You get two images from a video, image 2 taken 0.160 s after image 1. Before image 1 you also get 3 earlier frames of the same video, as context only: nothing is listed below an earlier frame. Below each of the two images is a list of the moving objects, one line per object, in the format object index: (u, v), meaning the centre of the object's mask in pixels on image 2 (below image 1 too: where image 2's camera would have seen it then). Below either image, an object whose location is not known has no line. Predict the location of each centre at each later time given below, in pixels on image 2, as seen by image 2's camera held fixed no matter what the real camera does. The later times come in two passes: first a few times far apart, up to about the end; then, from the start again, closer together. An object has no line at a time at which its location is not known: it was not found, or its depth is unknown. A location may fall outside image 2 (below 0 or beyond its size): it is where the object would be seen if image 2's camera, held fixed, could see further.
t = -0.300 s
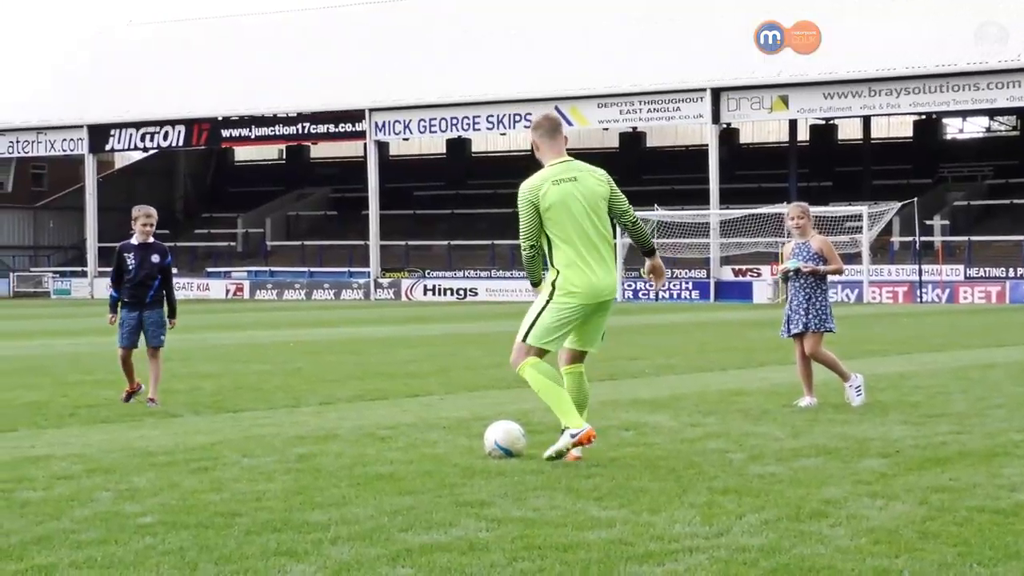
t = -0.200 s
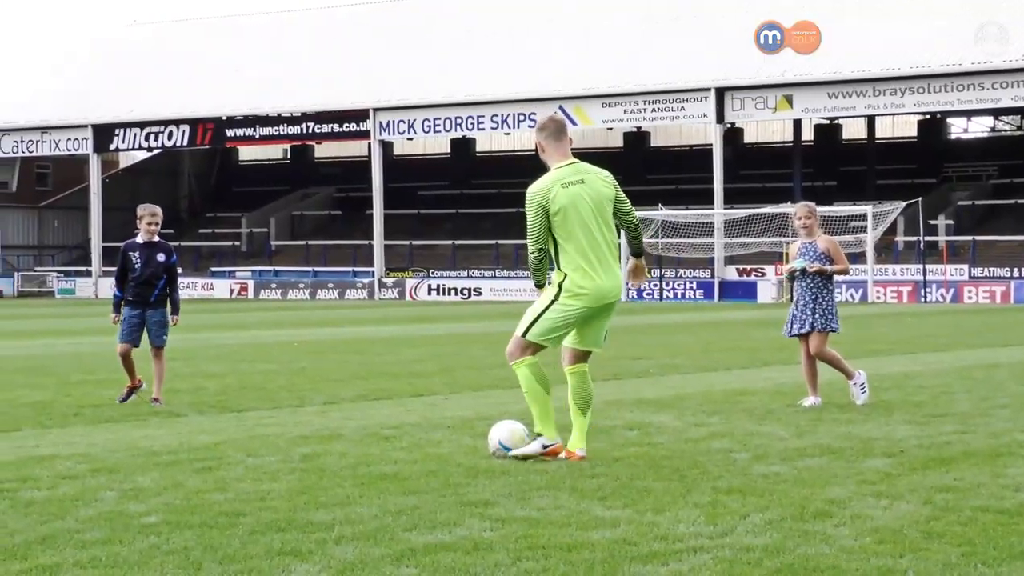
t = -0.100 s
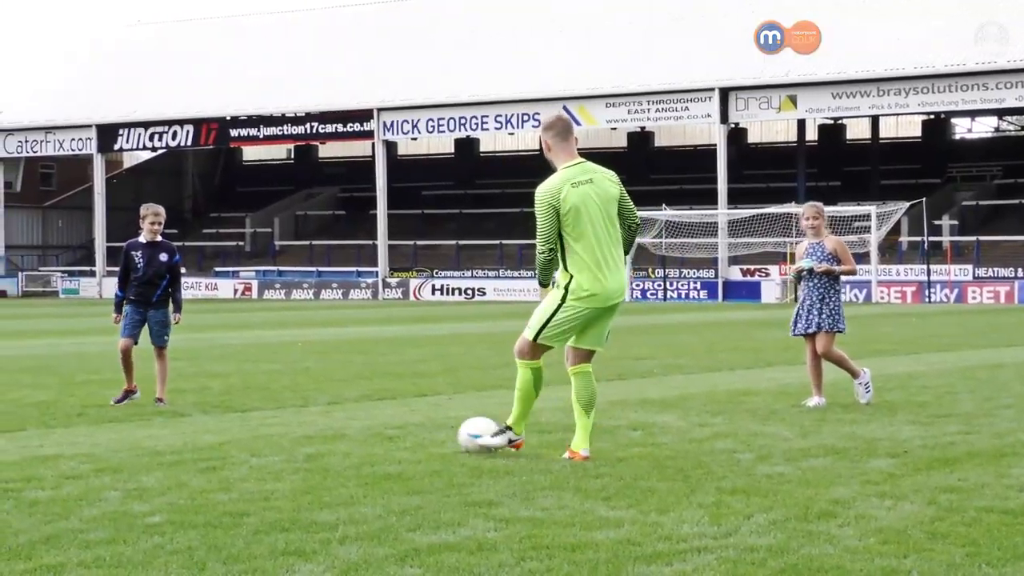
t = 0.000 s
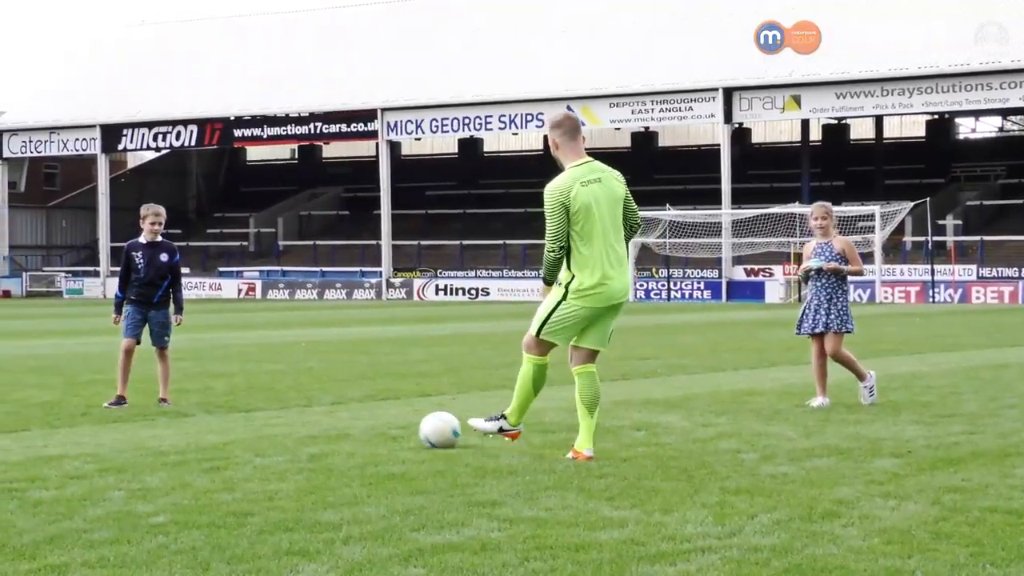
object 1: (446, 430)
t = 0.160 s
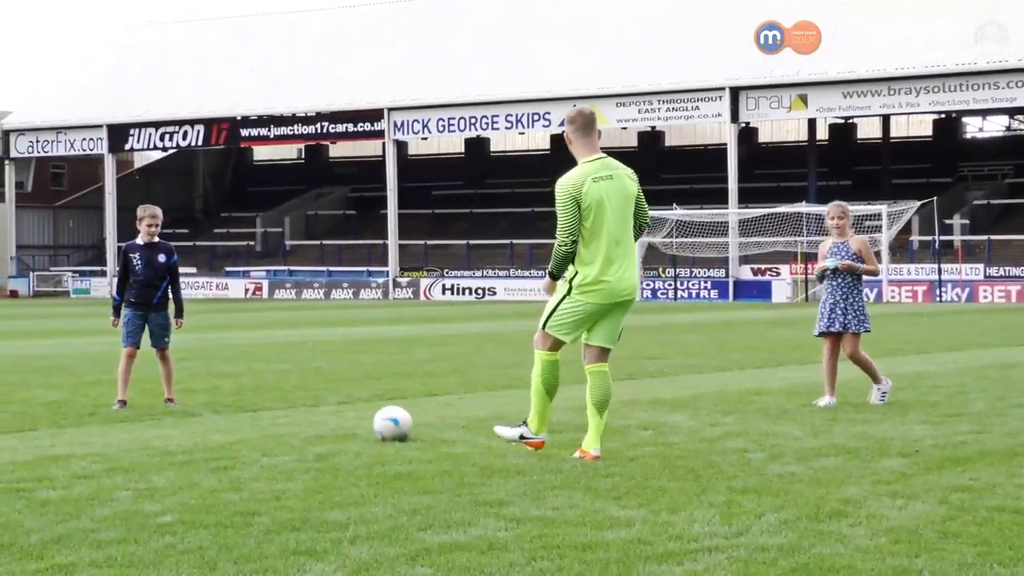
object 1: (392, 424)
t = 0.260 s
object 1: (364, 421)
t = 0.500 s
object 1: (304, 416)
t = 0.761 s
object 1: (254, 412)
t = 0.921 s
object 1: (228, 407)
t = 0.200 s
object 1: (381, 423)
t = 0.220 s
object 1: (376, 422)
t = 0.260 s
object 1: (364, 421)
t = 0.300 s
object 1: (354, 420)
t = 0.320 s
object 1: (348, 420)
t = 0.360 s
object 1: (338, 418)
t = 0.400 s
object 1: (328, 417)
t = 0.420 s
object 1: (323, 417)
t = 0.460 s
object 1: (313, 417)
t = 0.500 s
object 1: (304, 416)
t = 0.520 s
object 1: (300, 416)
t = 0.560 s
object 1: (291, 415)
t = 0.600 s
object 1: (283, 414)
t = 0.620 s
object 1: (279, 414)
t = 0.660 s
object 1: (272, 413)
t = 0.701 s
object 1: (265, 412)
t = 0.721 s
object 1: (261, 411)
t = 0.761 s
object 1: (254, 412)
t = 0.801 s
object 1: (247, 411)
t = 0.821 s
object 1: (244, 410)
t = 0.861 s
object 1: (237, 409)
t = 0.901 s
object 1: (231, 407)
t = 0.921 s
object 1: (228, 407)
